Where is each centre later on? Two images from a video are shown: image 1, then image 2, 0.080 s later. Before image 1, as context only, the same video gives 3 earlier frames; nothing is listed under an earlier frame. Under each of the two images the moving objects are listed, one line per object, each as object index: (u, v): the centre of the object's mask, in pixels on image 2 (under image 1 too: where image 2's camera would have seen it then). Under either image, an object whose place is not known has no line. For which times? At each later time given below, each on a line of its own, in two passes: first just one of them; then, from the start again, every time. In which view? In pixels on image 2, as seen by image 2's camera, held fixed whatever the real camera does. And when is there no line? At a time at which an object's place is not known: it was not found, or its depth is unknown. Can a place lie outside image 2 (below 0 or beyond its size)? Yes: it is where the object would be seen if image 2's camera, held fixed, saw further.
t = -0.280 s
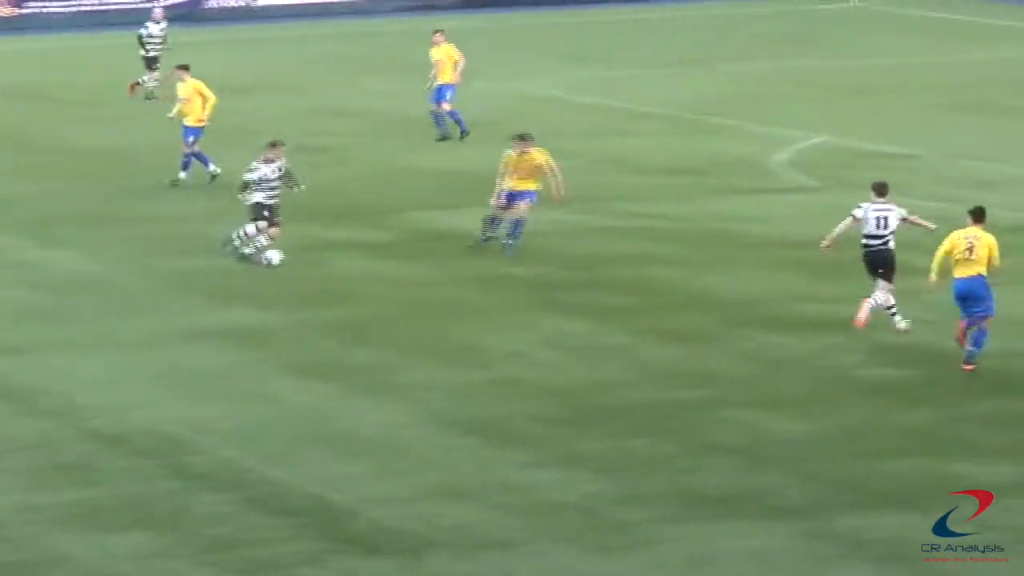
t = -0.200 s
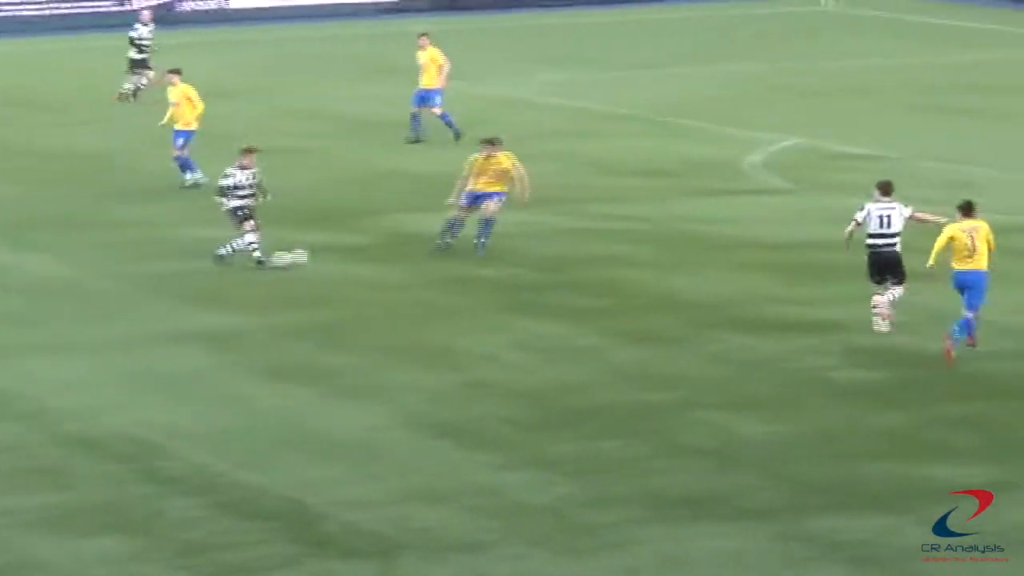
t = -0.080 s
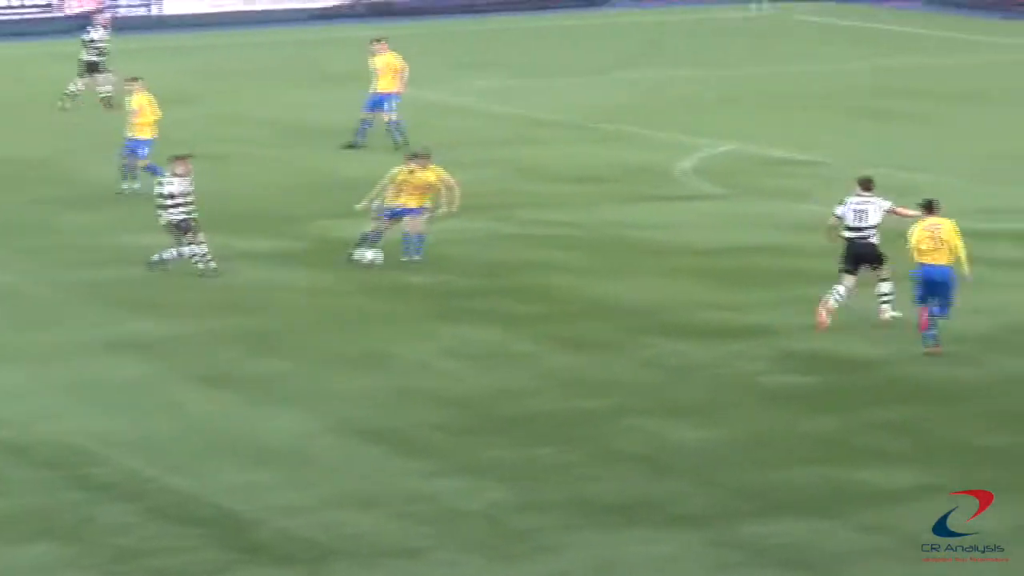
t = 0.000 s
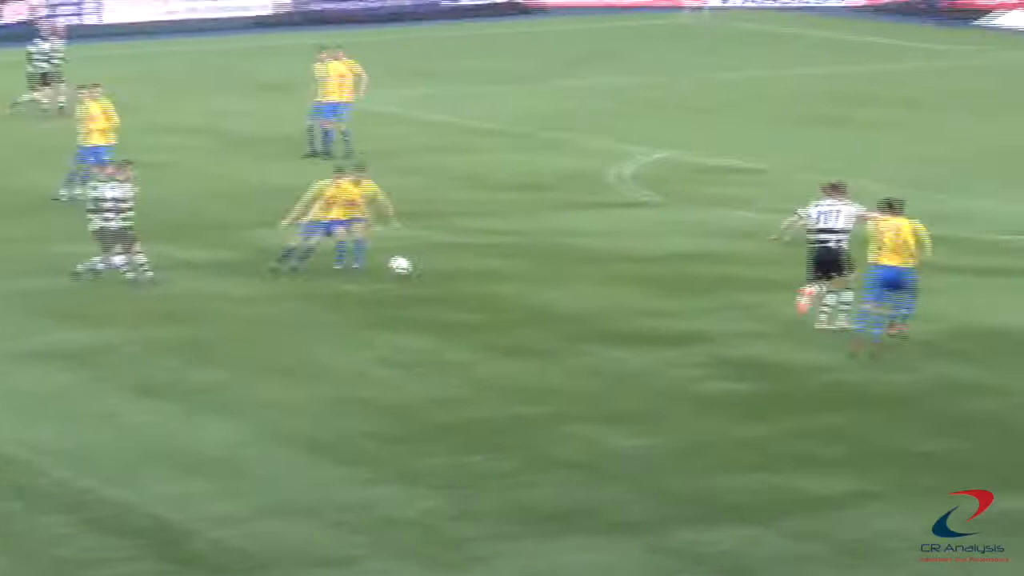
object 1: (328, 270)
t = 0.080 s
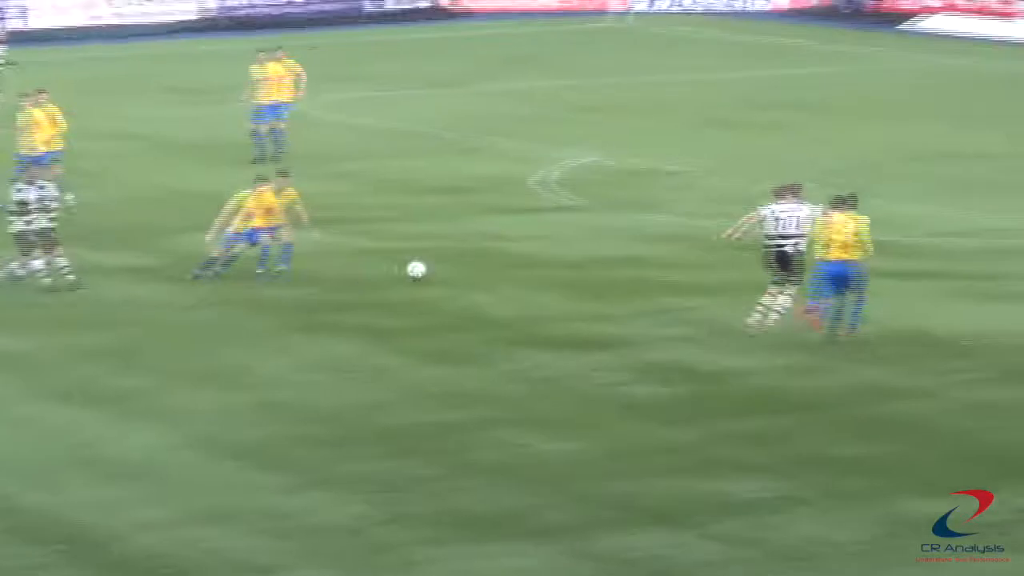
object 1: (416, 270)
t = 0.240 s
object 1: (588, 264)
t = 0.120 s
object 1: (460, 266)
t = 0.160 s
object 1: (504, 263)
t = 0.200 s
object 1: (546, 263)
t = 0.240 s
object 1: (588, 264)
